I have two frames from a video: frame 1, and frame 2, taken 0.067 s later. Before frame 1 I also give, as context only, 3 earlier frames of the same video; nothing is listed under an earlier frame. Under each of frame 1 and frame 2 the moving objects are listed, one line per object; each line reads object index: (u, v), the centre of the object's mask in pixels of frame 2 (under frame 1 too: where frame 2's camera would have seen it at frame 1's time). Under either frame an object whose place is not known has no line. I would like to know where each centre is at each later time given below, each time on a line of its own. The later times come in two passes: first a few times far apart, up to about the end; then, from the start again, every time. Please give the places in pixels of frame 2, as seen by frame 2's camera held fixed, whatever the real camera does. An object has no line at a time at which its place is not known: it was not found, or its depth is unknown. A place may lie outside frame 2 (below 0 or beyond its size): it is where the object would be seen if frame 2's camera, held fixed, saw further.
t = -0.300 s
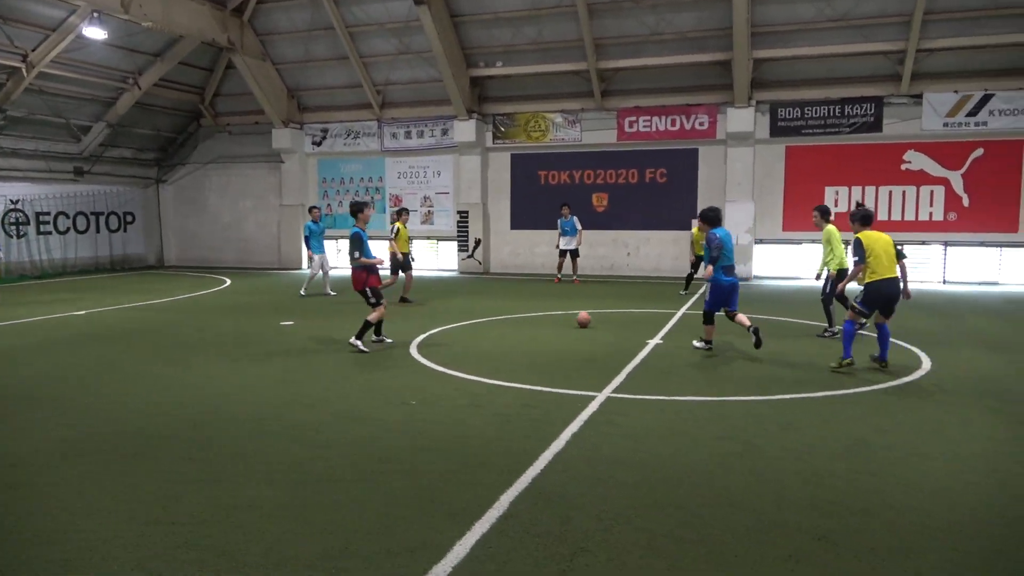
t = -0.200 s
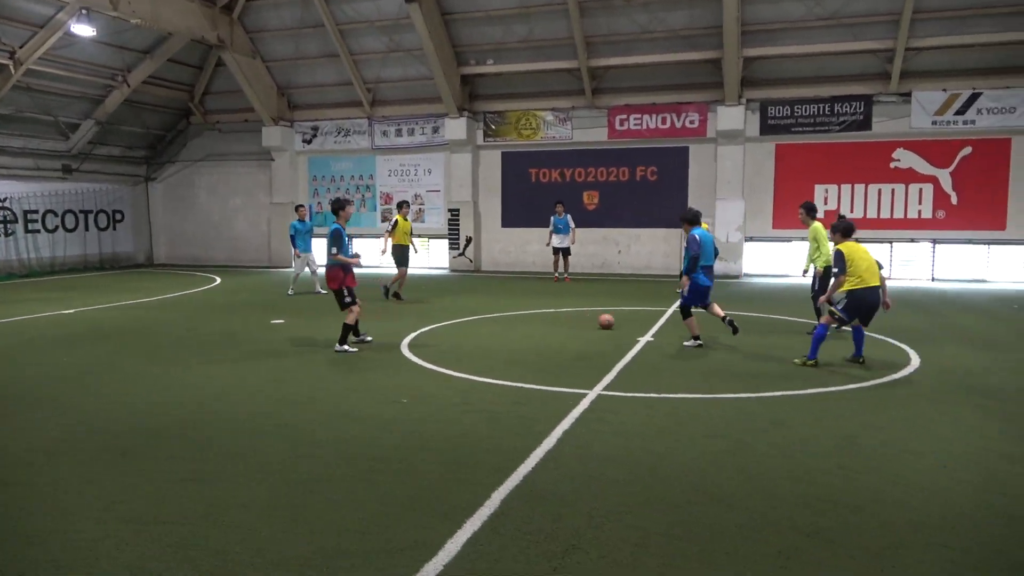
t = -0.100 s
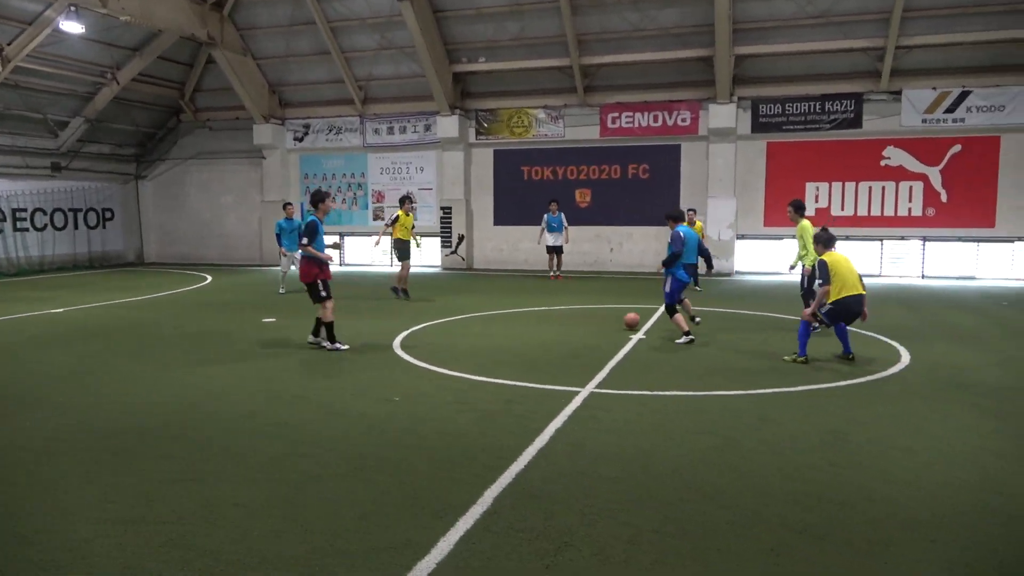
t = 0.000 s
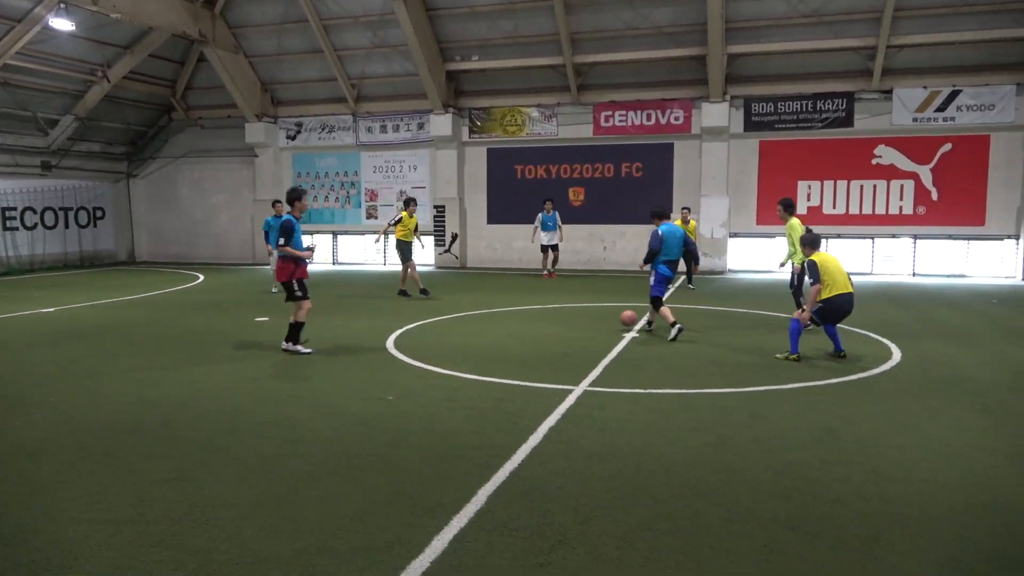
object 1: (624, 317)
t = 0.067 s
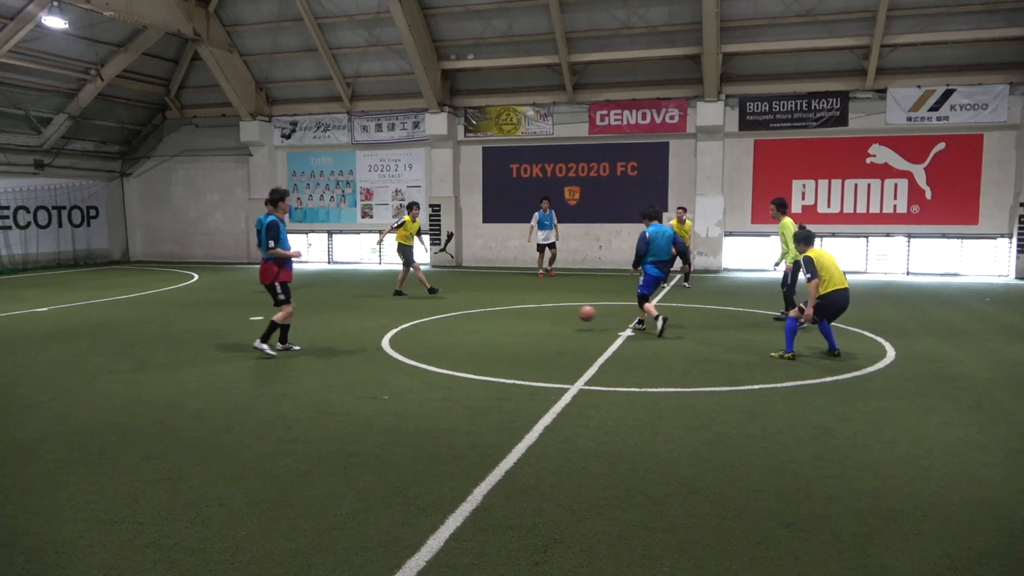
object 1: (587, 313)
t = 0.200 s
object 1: (512, 314)
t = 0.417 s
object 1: (405, 322)
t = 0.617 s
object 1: (328, 327)
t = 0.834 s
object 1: (257, 329)
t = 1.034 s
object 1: (193, 331)
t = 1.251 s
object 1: (124, 333)
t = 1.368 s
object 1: (86, 334)
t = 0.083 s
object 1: (578, 313)
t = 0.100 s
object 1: (568, 313)
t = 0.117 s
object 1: (558, 312)
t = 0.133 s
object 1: (549, 312)
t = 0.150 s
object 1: (540, 312)
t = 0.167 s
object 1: (530, 313)
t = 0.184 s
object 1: (521, 314)
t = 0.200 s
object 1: (512, 314)
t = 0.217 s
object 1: (502, 316)
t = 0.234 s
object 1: (494, 317)
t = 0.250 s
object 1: (484, 318)
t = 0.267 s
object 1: (475, 321)
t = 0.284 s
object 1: (466, 323)
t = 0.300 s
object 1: (457, 324)
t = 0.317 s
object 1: (449, 323)
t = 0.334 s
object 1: (442, 323)
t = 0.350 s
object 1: (434, 322)
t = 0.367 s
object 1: (427, 321)
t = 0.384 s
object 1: (420, 321)
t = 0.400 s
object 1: (413, 322)
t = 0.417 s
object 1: (405, 322)
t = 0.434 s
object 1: (398, 323)
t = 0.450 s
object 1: (391, 323)
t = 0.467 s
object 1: (383, 325)
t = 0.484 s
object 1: (376, 326)
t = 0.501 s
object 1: (370, 325)
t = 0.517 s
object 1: (364, 325)
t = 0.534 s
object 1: (358, 325)
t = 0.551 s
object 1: (351, 326)
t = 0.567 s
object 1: (345, 326)
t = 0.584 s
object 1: (340, 326)
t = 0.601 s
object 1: (333, 326)
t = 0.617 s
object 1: (328, 327)
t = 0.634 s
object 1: (322, 326)
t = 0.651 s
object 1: (317, 327)
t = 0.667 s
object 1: (311, 327)
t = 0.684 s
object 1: (306, 327)
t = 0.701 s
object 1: (300, 328)
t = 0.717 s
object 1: (295, 328)
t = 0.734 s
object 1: (289, 328)
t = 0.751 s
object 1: (284, 328)
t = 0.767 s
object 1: (279, 328)
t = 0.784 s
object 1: (273, 329)
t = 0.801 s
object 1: (268, 329)
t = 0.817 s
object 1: (263, 329)
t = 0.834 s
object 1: (257, 329)
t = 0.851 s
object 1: (252, 329)
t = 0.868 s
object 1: (246, 329)
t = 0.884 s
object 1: (241, 329)
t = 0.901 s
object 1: (236, 329)
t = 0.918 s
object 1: (231, 330)
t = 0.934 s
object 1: (225, 330)
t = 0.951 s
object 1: (220, 330)
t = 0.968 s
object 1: (215, 330)
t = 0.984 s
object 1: (209, 330)
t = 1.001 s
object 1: (204, 330)
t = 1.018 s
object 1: (198, 330)
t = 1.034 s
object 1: (193, 331)
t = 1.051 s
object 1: (188, 331)
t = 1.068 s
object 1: (182, 331)
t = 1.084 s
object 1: (178, 331)
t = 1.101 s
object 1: (172, 331)
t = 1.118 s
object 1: (166, 332)
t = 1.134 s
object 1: (161, 332)
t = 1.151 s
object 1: (156, 332)
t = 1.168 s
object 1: (151, 333)
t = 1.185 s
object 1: (145, 333)
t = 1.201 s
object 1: (140, 333)
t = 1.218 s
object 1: (135, 333)
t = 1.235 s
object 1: (129, 333)
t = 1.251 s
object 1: (124, 333)
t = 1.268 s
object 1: (118, 333)
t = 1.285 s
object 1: (113, 333)
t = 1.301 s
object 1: (107, 334)
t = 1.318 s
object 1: (102, 334)
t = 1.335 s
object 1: (97, 334)
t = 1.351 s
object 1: (92, 334)
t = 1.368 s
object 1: (86, 334)
